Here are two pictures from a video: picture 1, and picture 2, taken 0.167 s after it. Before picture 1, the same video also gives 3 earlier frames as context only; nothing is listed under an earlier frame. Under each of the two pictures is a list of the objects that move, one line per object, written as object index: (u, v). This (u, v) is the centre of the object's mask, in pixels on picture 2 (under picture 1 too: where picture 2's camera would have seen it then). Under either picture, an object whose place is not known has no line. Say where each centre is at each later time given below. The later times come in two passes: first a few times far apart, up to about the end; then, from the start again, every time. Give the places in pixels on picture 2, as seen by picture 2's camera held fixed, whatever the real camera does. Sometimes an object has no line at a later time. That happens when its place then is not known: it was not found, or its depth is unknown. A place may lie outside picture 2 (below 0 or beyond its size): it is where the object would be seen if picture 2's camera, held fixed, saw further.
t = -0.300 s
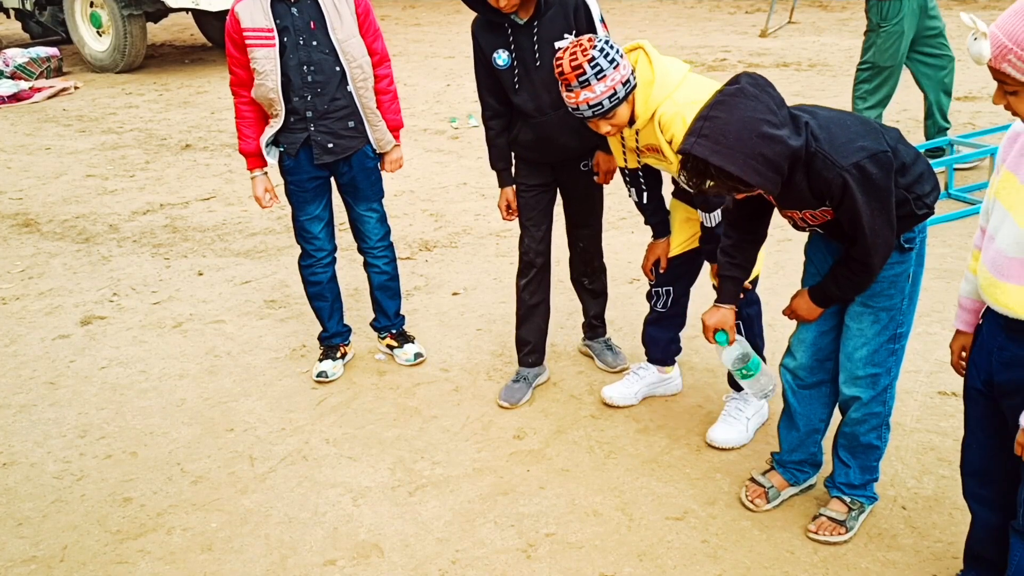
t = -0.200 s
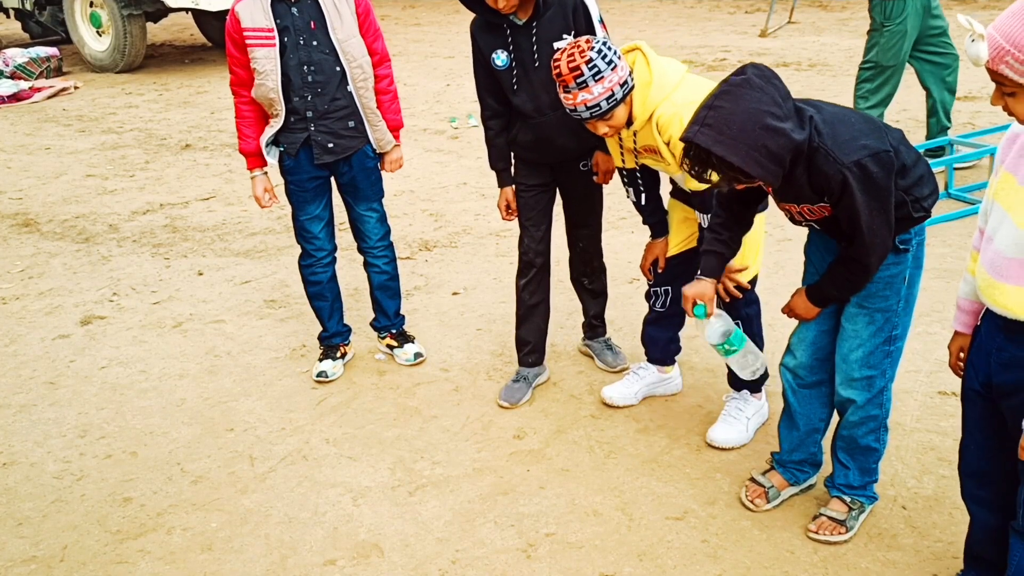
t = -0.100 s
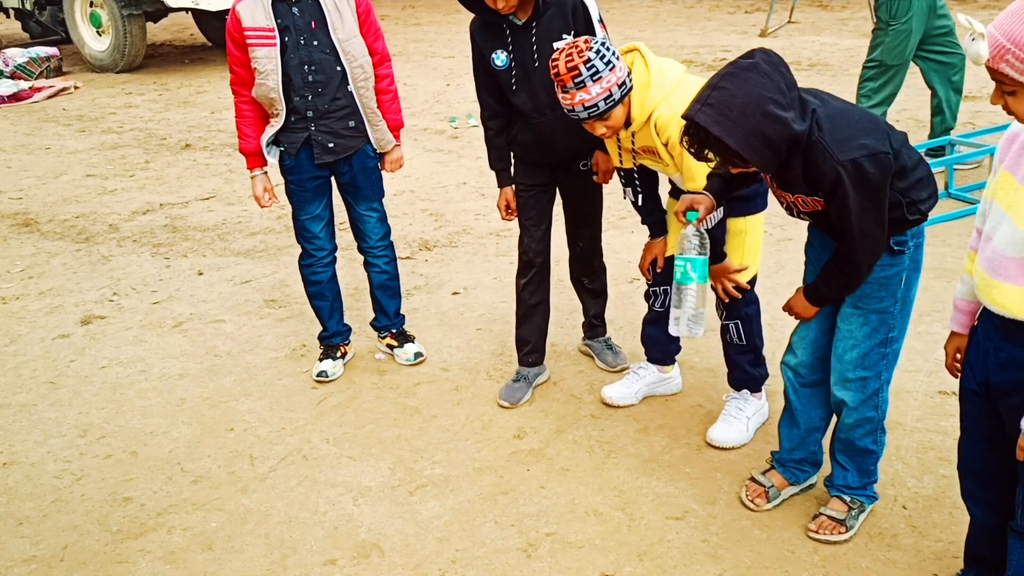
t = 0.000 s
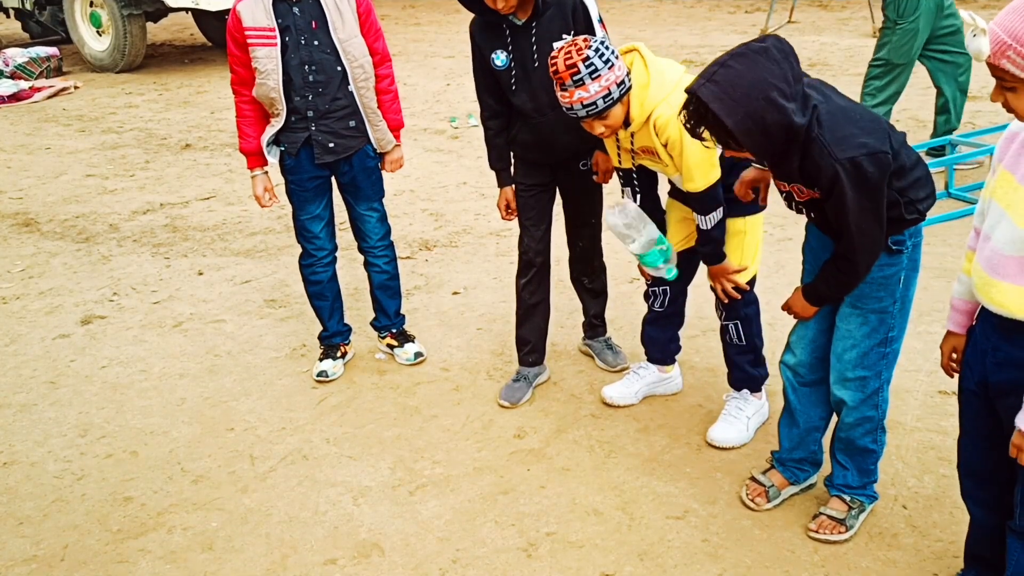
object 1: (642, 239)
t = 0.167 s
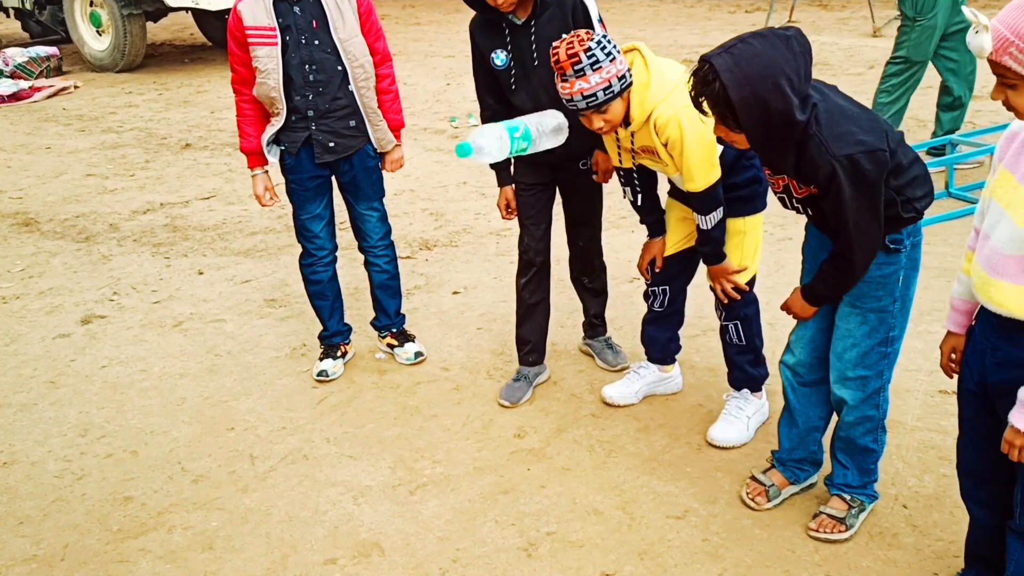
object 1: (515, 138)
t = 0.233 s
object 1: (478, 130)
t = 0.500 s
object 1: (355, 337)
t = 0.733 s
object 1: (314, 559)
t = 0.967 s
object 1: (285, 556)
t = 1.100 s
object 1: (271, 553)
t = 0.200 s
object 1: (497, 130)
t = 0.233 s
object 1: (478, 130)
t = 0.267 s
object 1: (460, 134)
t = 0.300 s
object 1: (442, 145)
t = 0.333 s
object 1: (426, 163)
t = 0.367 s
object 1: (410, 186)
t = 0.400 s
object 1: (395, 215)
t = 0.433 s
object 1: (381, 249)
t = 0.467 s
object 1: (367, 291)
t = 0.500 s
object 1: (355, 337)
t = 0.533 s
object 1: (344, 386)
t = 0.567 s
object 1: (334, 440)
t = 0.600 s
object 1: (325, 498)
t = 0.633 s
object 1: (329, 544)
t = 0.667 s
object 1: (333, 563)
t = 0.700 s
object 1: (323, 560)
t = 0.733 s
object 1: (314, 559)
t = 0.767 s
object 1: (309, 558)
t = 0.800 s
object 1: (307, 560)
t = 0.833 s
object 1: (301, 560)
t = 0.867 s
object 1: (296, 559)
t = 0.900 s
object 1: (292, 558)
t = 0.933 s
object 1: (289, 557)
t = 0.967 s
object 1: (285, 556)
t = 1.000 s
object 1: (281, 555)
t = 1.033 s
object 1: (277, 554)
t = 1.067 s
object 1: (274, 553)
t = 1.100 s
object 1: (271, 553)
